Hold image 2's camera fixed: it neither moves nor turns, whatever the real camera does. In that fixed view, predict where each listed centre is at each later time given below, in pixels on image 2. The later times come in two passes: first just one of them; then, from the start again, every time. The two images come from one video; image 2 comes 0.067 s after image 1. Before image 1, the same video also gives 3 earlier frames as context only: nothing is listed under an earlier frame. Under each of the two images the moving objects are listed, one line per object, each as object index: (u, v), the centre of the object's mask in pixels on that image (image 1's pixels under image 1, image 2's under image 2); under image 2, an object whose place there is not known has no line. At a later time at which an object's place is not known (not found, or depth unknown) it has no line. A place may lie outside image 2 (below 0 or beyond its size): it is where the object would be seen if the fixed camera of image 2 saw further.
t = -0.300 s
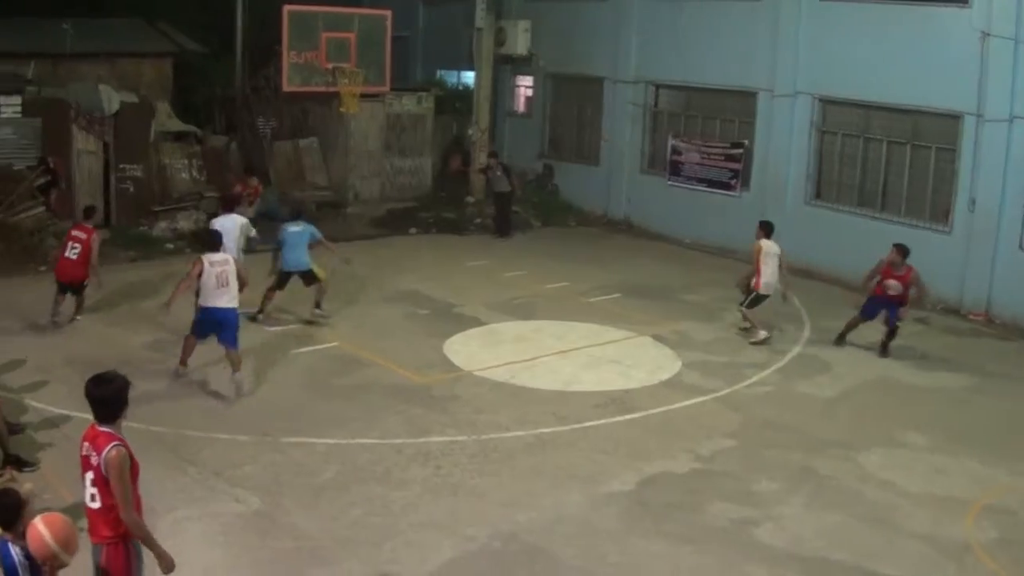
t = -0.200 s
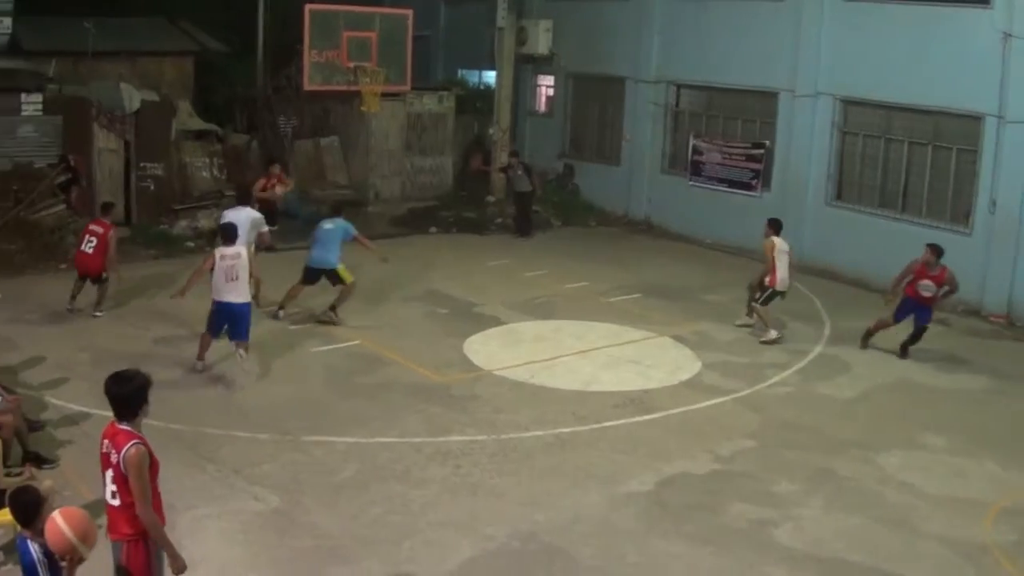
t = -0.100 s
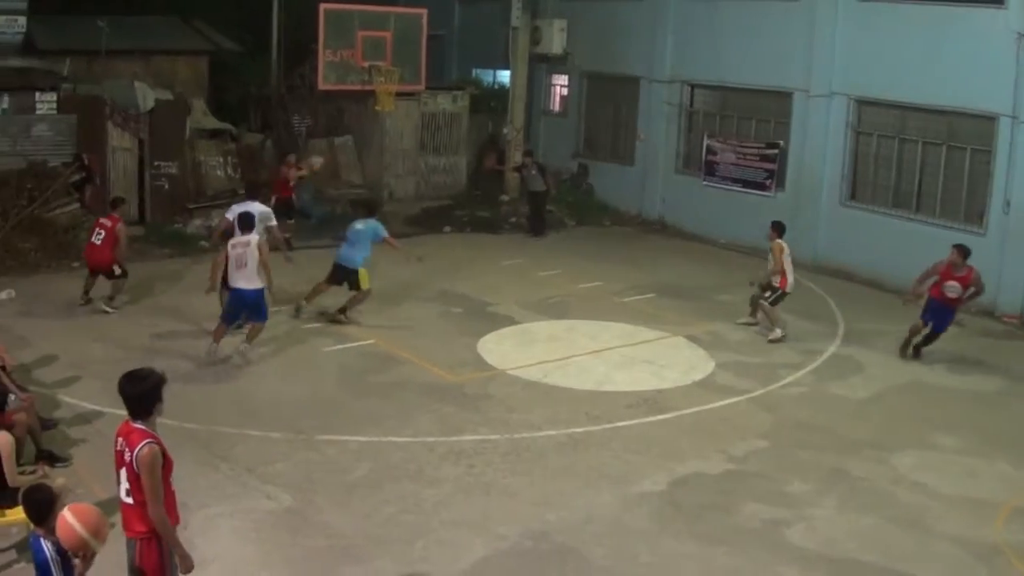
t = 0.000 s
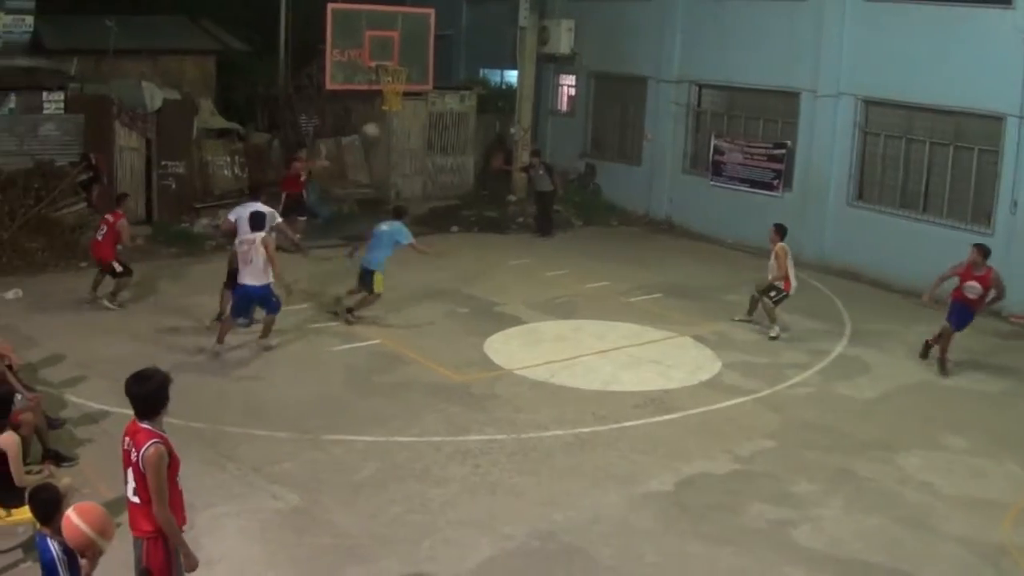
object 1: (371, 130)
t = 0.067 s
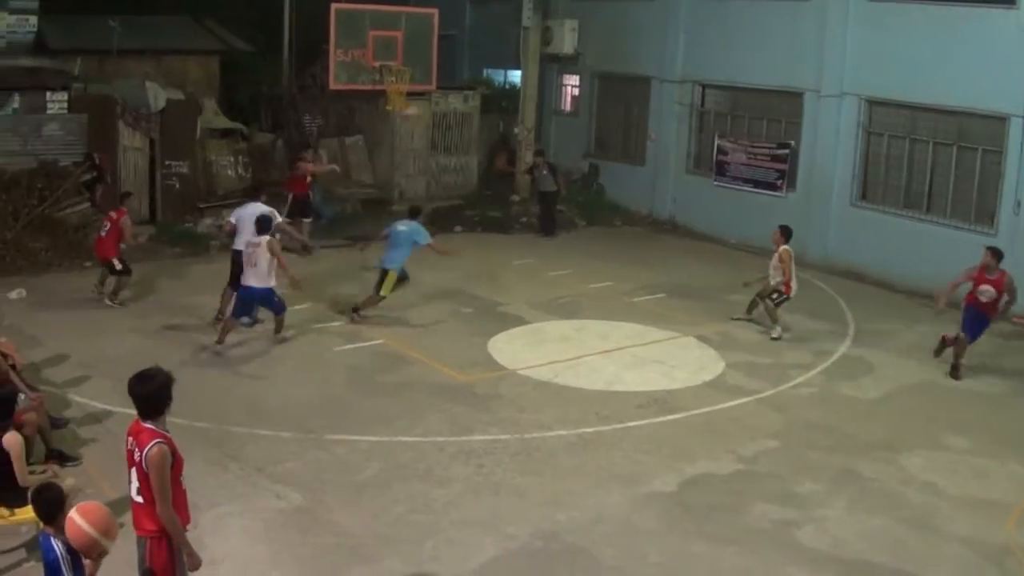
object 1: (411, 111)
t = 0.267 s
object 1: (533, 68)
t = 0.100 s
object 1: (430, 100)
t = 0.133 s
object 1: (449, 93)
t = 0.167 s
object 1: (470, 90)
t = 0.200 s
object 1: (488, 84)
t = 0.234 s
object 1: (512, 77)
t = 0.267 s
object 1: (533, 68)
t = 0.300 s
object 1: (554, 65)
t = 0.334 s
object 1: (576, 61)
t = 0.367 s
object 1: (597, 57)
